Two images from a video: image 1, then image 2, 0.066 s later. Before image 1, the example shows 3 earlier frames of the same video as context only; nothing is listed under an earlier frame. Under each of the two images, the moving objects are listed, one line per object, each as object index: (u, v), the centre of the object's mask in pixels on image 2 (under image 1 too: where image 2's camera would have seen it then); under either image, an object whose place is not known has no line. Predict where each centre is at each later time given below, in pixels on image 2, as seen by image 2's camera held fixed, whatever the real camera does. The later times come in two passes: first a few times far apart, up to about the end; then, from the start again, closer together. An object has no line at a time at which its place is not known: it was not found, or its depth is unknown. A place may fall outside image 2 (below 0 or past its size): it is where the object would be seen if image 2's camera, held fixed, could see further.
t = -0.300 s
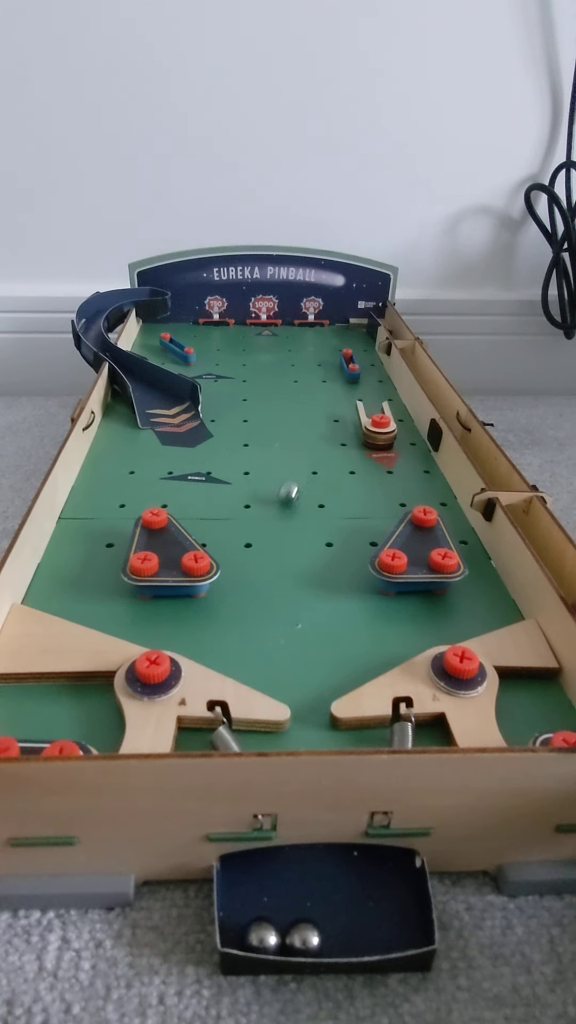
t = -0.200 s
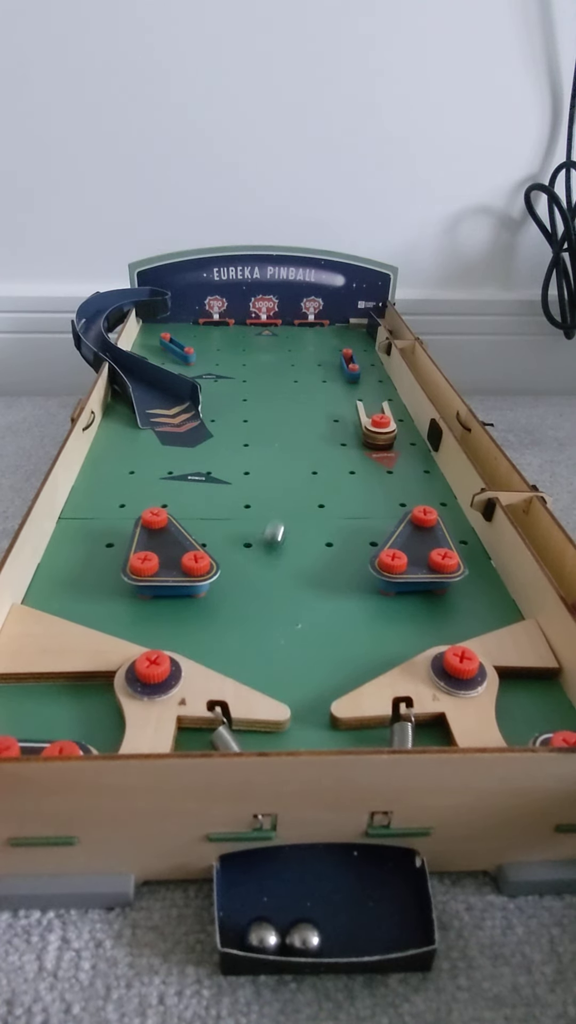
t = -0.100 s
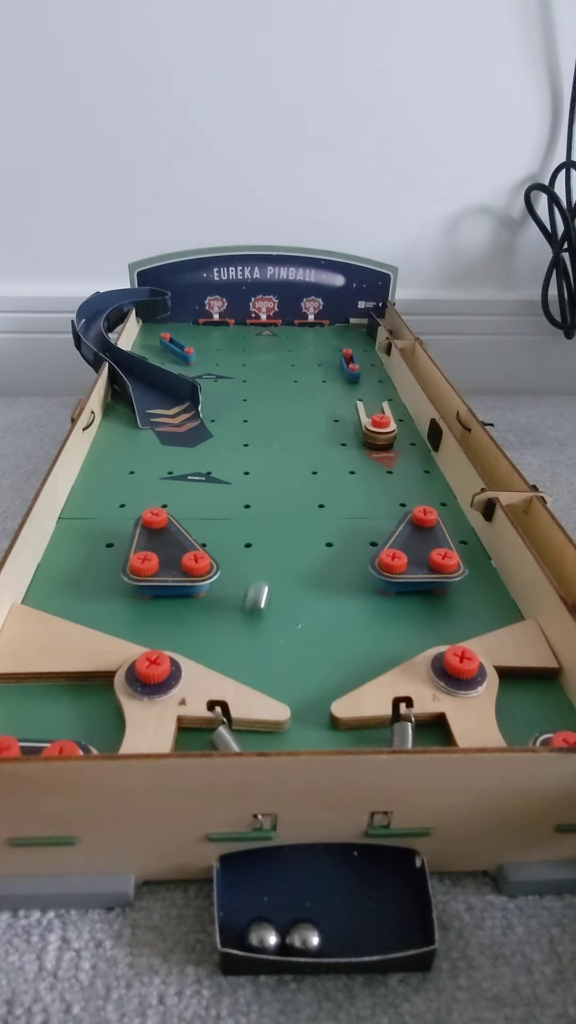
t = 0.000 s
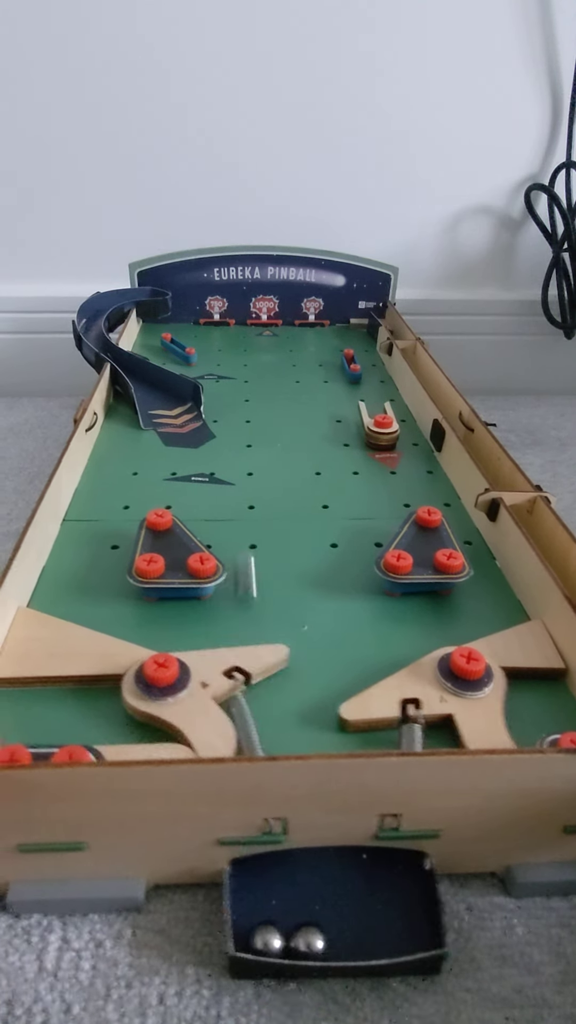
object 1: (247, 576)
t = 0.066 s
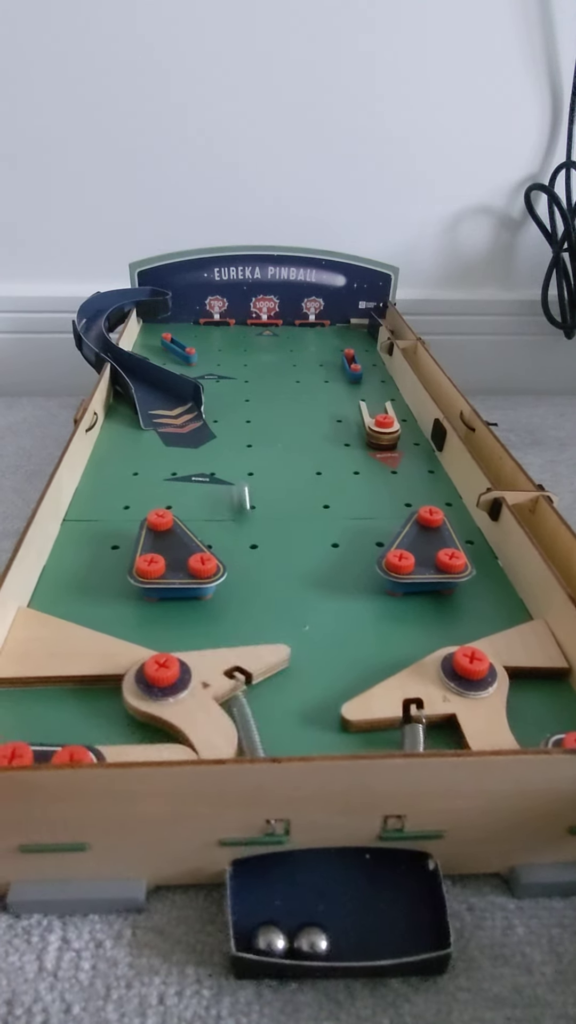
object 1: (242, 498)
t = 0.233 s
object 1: (230, 415)
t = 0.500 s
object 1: (220, 361)
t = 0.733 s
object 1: (215, 349)
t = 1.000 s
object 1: (213, 361)
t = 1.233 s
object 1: (216, 401)
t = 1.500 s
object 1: (225, 520)
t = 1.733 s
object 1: (344, 676)
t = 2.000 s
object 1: (457, 626)
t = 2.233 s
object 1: (519, 607)
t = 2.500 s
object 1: (500, 615)
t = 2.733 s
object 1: (457, 628)
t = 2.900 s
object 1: (410, 644)
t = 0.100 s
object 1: (239, 474)
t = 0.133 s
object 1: (237, 454)
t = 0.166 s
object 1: (234, 440)
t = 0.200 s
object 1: (232, 426)
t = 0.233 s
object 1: (230, 415)
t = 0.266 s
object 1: (229, 404)
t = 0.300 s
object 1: (227, 395)
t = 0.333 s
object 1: (226, 388)
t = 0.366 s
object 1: (224, 380)
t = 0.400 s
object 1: (223, 375)
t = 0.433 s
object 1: (222, 370)
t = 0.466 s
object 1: (221, 365)
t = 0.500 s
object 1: (220, 361)
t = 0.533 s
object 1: (219, 358)
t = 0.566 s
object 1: (218, 355)
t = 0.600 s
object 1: (217, 353)
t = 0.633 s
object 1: (216, 351)
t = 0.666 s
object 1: (216, 351)
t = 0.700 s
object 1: (215, 349)
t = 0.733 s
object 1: (215, 349)
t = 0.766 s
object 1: (214, 349)
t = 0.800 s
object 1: (214, 349)
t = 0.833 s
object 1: (213, 350)
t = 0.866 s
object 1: (213, 351)
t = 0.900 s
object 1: (213, 353)
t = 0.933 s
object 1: (213, 355)
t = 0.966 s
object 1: (213, 358)
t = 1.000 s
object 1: (213, 361)
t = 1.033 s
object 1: (213, 366)
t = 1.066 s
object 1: (213, 370)
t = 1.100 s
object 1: (214, 374)
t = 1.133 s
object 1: (214, 380)
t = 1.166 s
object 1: (214, 385)
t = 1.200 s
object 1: (215, 392)
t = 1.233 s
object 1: (216, 401)
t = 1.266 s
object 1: (216, 410)
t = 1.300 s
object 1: (215, 420)
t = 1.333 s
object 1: (217, 430)
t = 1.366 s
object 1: (218, 444)
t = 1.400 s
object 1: (219, 460)
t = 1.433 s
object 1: (221, 476)
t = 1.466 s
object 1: (219, 495)
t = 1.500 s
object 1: (225, 520)
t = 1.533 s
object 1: (224, 546)
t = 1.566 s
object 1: (230, 581)
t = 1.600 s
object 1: (229, 614)
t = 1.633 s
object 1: (233, 655)
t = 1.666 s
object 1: (269, 660)
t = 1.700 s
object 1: (308, 667)
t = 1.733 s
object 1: (344, 676)
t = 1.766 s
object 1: (357, 662)
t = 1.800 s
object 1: (370, 651)
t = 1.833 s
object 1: (386, 643)
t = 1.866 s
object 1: (399, 637)
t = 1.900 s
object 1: (414, 632)
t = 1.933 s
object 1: (429, 630)
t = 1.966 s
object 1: (444, 628)
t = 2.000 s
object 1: (457, 626)
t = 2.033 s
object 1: (467, 622)
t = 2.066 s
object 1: (478, 620)
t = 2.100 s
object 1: (489, 617)
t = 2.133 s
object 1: (498, 615)
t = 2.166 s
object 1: (506, 612)
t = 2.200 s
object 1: (513, 609)
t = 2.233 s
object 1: (519, 607)
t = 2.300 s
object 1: (516, 606)
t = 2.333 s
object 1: (514, 606)
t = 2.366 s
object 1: (513, 609)
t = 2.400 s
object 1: (511, 610)
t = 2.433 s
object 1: (508, 611)
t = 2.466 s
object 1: (504, 613)
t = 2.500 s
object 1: (500, 615)
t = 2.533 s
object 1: (495, 616)
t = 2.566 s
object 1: (491, 618)
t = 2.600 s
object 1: (484, 619)
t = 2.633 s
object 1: (478, 621)
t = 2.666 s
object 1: (472, 624)
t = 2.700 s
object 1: (465, 626)
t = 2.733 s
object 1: (457, 628)
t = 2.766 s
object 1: (449, 631)
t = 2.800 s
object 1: (440, 634)
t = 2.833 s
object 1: (430, 636)
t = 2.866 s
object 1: (420, 640)
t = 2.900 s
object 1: (410, 644)
